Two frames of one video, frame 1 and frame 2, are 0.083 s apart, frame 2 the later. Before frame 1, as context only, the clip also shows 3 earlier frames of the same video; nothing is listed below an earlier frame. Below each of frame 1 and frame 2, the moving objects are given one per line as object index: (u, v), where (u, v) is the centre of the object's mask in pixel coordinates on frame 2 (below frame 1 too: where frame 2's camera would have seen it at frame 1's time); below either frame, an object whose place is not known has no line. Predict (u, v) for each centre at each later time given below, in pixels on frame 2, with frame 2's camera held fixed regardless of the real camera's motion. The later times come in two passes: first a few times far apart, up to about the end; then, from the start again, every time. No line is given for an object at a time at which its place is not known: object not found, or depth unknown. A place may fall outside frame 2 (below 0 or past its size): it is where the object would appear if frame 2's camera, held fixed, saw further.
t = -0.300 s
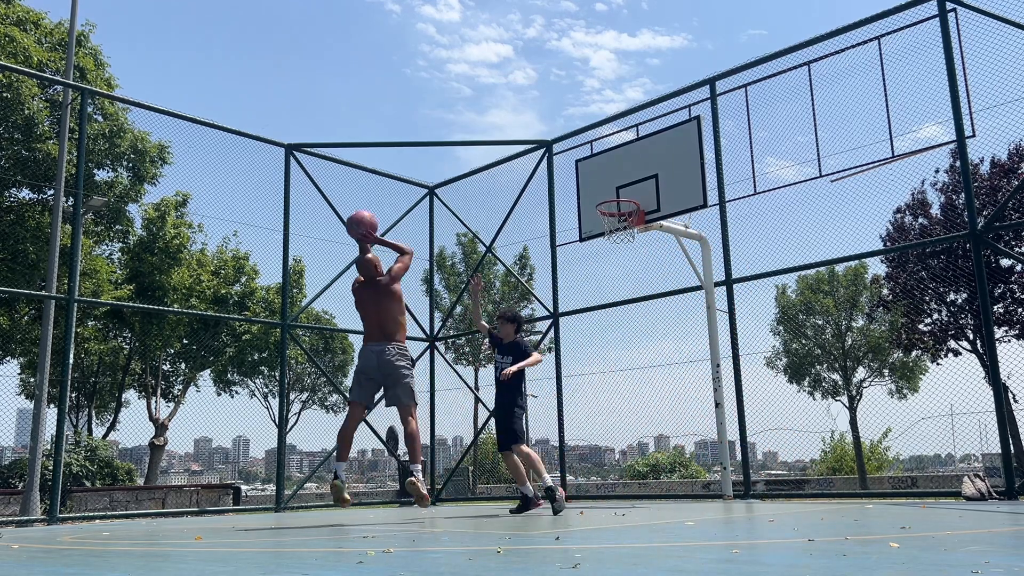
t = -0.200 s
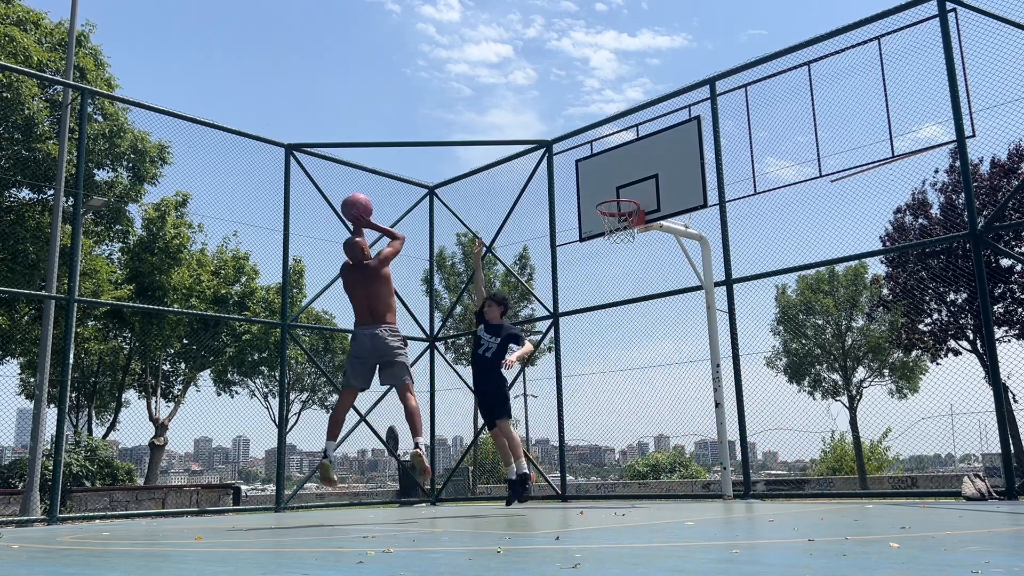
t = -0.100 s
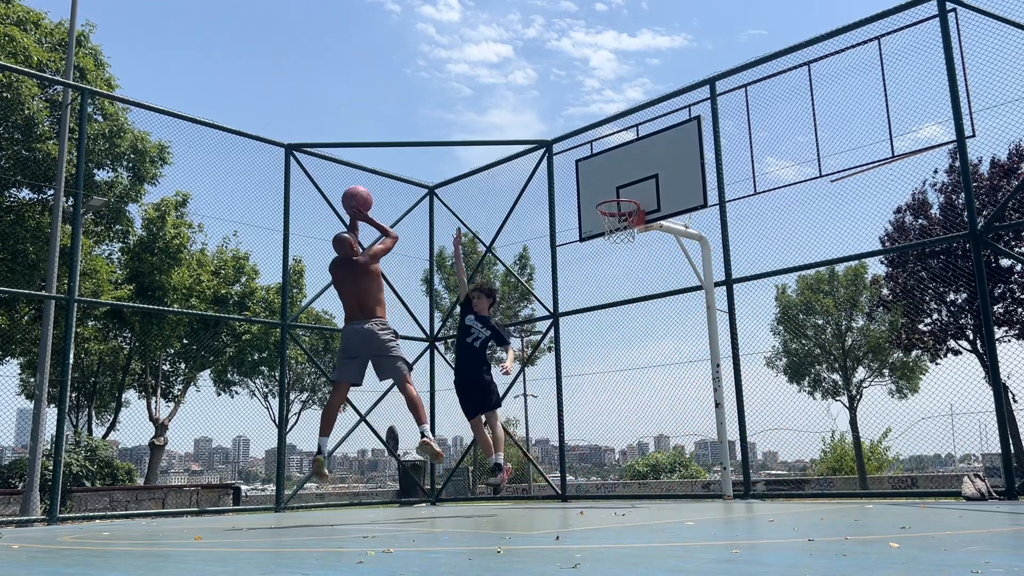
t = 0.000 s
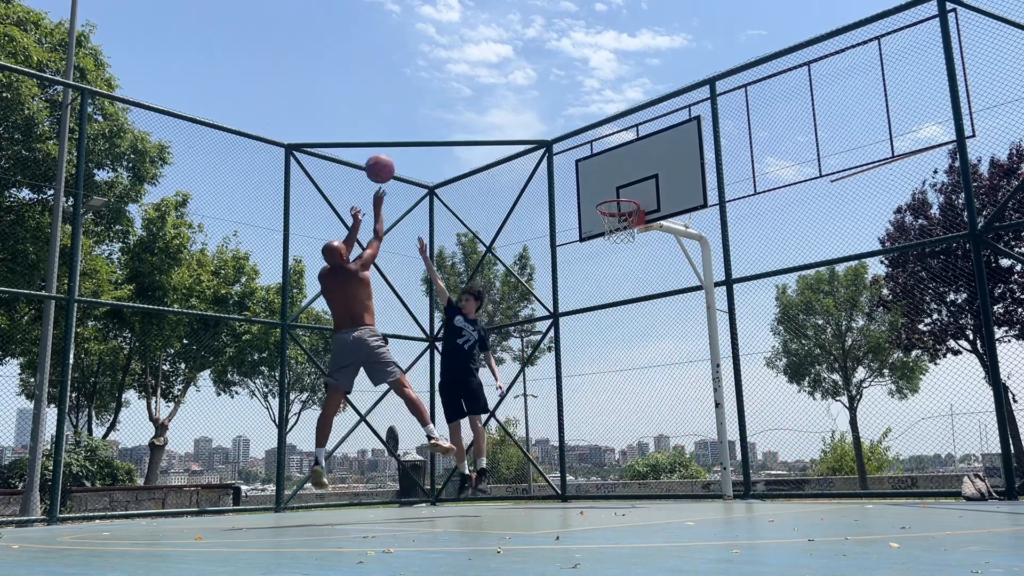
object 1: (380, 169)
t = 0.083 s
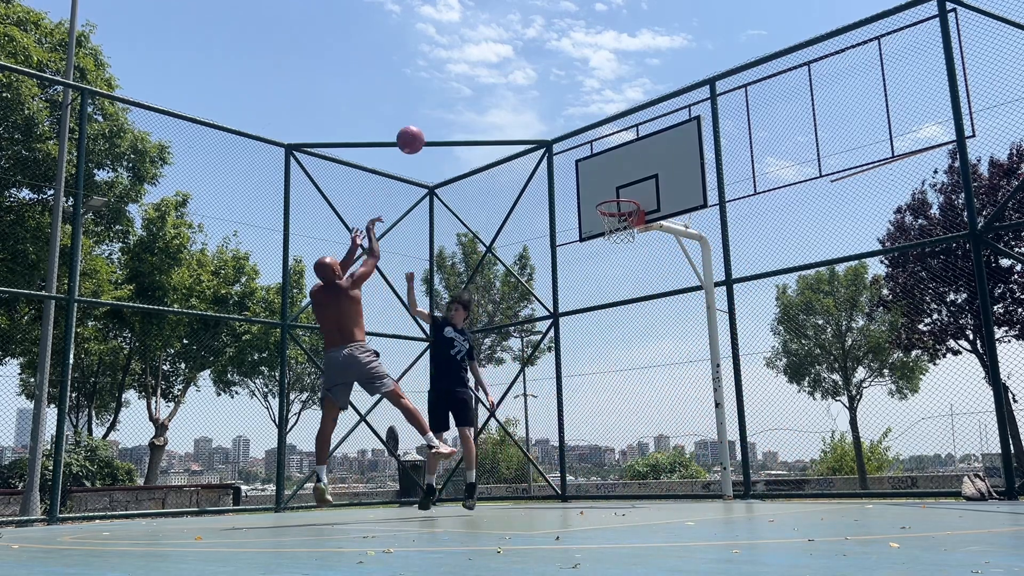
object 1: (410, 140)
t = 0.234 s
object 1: (460, 111)
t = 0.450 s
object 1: (521, 110)
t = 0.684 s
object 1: (578, 154)
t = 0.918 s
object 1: (623, 213)
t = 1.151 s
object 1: (592, 281)
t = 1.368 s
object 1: (566, 393)
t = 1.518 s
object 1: (548, 493)
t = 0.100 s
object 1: (416, 135)
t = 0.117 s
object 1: (422, 131)
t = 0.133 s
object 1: (428, 127)
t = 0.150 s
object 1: (433, 124)
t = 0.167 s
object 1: (439, 121)
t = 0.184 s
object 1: (444, 118)
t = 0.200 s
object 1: (449, 115)
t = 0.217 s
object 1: (455, 113)
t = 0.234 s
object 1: (460, 111)
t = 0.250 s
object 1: (465, 109)
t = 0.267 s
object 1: (470, 108)
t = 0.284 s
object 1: (475, 107)
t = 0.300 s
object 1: (480, 106)
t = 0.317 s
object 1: (484, 105)
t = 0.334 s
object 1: (489, 105)
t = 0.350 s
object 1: (494, 105)
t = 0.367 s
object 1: (499, 105)
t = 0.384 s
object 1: (503, 106)
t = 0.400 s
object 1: (508, 106)
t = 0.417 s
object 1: (512, 107)
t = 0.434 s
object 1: (516, 109)
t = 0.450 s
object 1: (521, 110)
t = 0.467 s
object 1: (525, 112)
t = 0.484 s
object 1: (529, 114)
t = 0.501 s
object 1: (534, 116)
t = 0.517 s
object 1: (538, 119)
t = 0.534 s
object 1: (542, 121)
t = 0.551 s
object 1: (546, 124)
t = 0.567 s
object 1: (550, 127)
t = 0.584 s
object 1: (554, 130)
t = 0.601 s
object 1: (559, 134)
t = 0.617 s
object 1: (563, 137)
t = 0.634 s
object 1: (566, 141)
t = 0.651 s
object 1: (571, 145)
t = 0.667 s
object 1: (574, 149)
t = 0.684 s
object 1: (578, 154)
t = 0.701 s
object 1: (582, 158)
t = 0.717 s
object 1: (586, 164)
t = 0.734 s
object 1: (590, 168)
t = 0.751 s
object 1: (594, 173)
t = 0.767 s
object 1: (598, 179)
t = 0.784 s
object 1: (601, 184)
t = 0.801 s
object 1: (605, 190)
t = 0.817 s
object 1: (608, 195)
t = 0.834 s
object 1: (612, 198)
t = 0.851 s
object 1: (616, 203)
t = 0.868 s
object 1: (621, 206)
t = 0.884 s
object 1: (624, 210)
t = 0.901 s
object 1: (623, 212)
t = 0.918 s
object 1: (623, 213)
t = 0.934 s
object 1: (619, 219)
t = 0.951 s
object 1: (617, 223)
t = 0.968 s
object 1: (614, 227)
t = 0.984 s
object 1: (613, 230)
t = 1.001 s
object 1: (610, 234)
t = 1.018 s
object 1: (608, 238)
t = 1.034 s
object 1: (606, 242)
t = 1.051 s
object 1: (604, 247)
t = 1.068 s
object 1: (602, 252)
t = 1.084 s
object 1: (600, 257)
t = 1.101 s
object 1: (598, 263)
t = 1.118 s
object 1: (596, 269)
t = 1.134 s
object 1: (594, 275)
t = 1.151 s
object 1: (592, 281)
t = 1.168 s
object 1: (590, 287)
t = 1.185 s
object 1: (588, 295)
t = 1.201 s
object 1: (586, 302)
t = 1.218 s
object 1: (584, 309)
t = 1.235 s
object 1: (582, 317)
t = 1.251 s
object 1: (580, 326)
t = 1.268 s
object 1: (578, 334)
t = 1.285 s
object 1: (576, 343)
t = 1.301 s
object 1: (574, 352)
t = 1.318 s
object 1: (572, 362)
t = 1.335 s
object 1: (570, 372)
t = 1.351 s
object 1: (568, 382)
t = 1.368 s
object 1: (566, 393)
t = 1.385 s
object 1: (564, 405)
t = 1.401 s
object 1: (562, 416)
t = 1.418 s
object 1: (560, 429)
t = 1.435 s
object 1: (558, 441)
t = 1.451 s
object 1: (556, 454)
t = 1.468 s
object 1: (555, 466)
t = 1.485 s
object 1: (552, 481)
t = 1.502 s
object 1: (550, 496)
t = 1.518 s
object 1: (548, 493)
